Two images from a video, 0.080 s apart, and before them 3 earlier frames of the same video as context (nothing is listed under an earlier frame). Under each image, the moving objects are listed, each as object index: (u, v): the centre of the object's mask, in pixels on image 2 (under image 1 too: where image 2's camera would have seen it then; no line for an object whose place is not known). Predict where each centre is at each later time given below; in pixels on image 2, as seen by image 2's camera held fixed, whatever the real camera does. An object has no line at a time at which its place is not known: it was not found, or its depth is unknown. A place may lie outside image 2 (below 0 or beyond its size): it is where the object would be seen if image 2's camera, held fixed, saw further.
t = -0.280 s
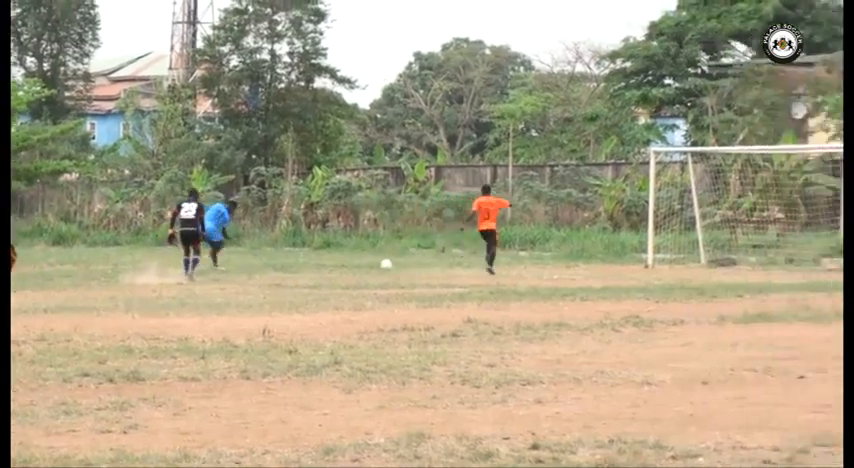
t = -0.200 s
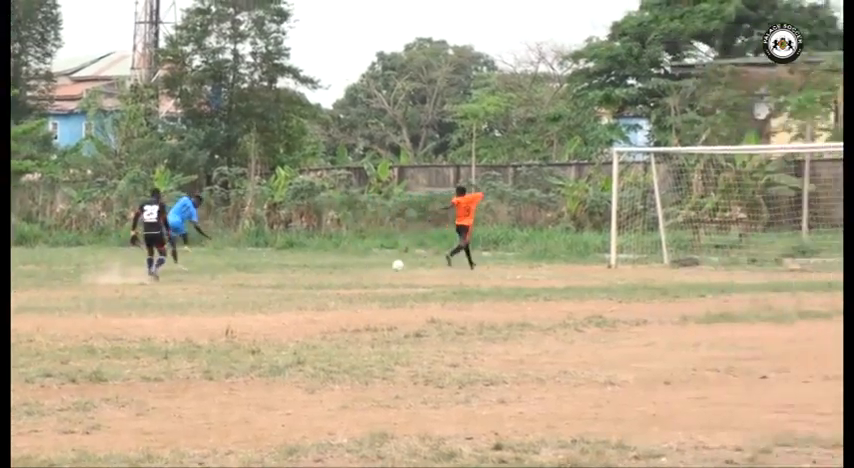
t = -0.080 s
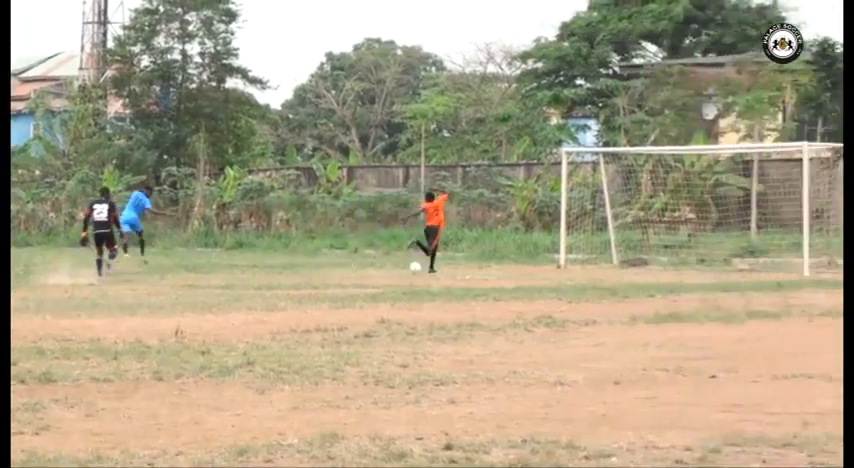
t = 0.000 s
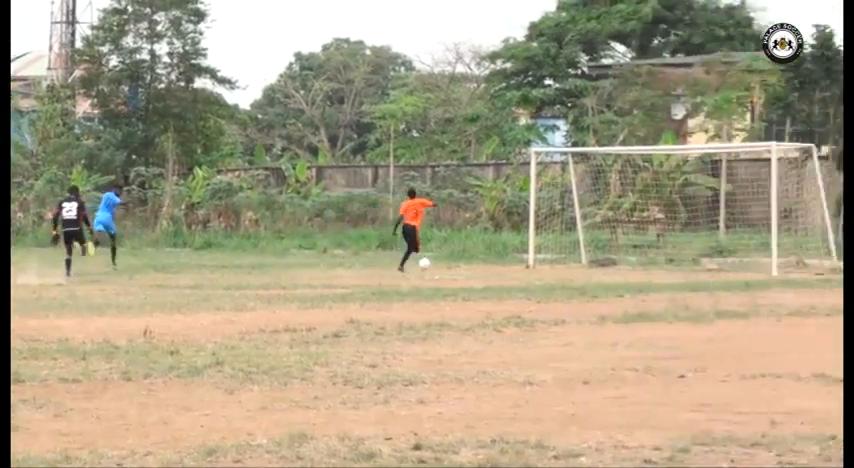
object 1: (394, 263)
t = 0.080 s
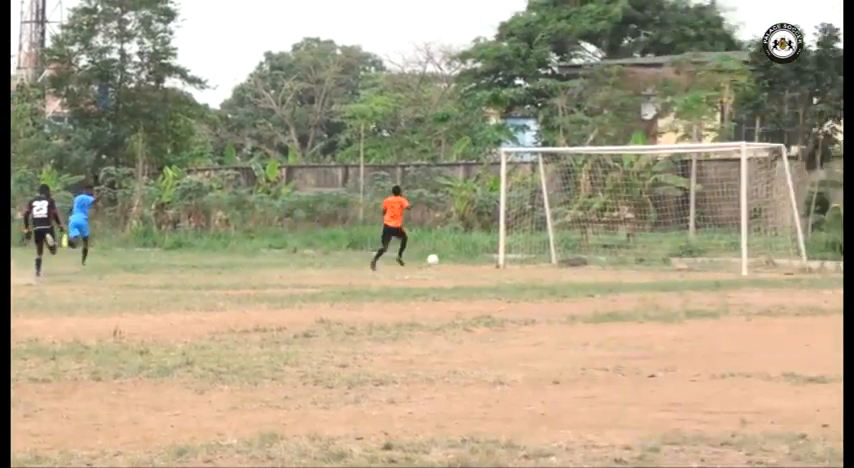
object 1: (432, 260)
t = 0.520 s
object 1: (634, 262)
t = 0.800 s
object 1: (760, 253)
